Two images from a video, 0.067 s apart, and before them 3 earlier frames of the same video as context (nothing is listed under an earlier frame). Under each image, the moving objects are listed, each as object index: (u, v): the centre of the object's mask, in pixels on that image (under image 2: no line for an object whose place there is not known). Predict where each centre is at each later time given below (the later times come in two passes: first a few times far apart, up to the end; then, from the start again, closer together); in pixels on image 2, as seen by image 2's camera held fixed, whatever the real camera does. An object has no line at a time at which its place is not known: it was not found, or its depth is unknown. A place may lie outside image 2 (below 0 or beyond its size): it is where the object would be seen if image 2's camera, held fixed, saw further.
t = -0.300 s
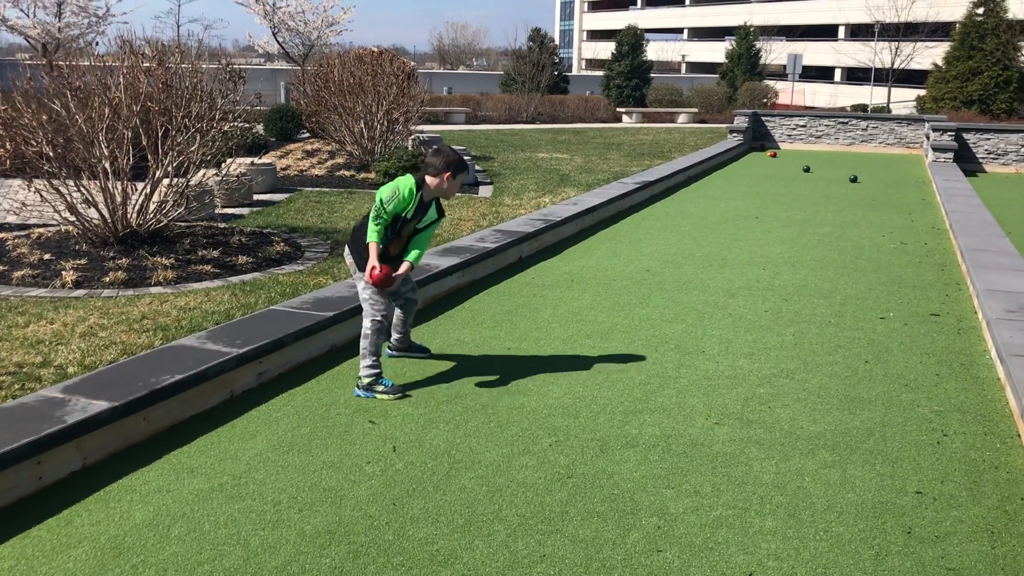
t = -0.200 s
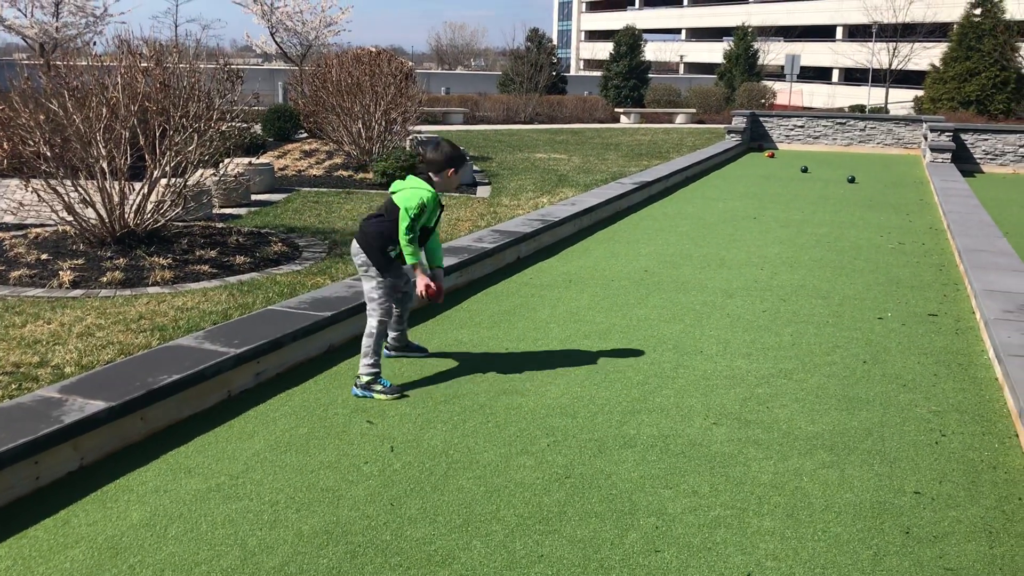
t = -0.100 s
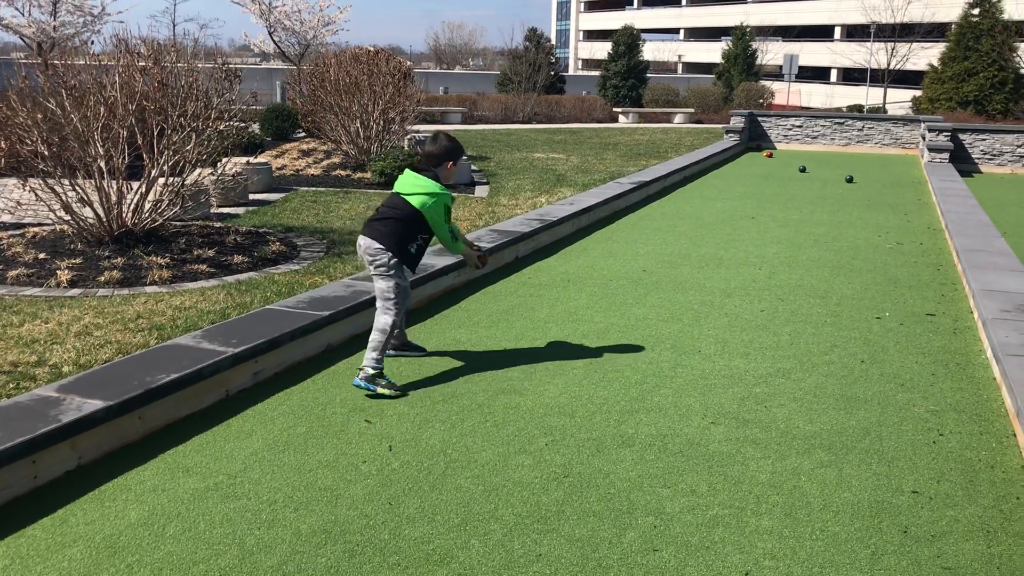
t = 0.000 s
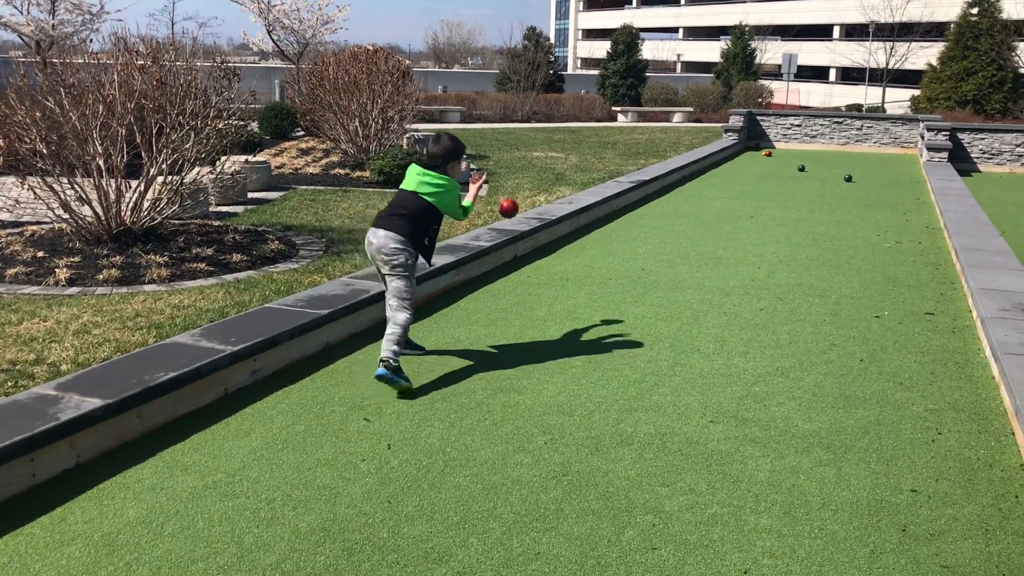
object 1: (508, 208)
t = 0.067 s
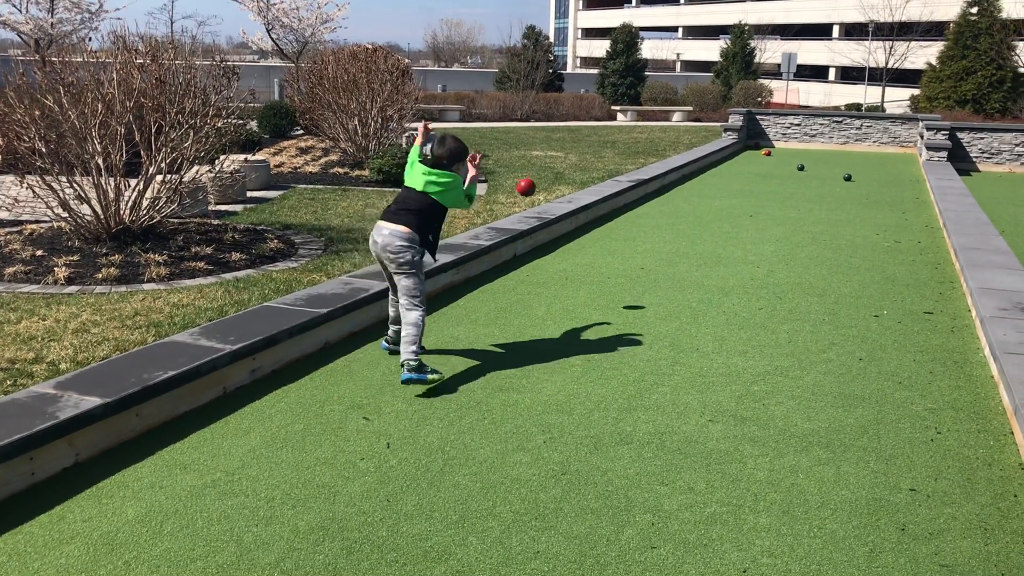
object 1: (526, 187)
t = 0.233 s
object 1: (564, 176)
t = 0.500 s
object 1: (605, 237)
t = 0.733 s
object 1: (637, 217)
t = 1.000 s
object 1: (667, 214)
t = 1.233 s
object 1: (689, 209)
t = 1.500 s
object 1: (709, 201)
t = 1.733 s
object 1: (722, 196)
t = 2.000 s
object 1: (736, 189)
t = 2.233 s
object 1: (745, 184)
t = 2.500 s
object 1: (754, 180)
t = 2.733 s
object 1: (761, 176)
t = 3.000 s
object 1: (768, 172)
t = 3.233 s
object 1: (774, 169)
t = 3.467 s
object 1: (780, 167)
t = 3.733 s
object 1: (787, 165)
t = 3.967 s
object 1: (791, 163)
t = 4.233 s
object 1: (795, 161)
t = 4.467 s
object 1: (798, 159)
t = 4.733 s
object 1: (801, 157)
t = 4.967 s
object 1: (804, 156)
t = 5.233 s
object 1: (806, 155)
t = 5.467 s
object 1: (807, 153)
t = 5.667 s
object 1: (808, 153)
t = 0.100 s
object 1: (534, 181)
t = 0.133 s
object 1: (542, 176)
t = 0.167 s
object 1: (550, 174)
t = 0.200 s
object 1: (557, 174)
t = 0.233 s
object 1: (564, 176)
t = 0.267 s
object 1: (570, 178)
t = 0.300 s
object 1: (576, 183)
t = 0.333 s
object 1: (582, 190)
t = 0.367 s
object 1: (587, 197)
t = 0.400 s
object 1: (592, 205)
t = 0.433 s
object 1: (596, 214)
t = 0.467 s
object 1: (601, 225)
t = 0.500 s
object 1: (605, 237)
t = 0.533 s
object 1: (610, 246)
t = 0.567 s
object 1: (614, 238)
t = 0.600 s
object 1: (620, 231)
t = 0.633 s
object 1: (624, 225)
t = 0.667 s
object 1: (629, 221)
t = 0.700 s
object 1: (633, 218)
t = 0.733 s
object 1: (637, 217)
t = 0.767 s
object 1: (641, 217)
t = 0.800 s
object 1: (645, 218)
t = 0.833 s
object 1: (649, 220)
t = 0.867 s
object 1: (652, 224)
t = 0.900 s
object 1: (656, 222)
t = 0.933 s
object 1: (660, 218)
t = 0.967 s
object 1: (664, 216)
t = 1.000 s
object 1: (667, 214)
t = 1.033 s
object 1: (671, 214)
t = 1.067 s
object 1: (674, 216)
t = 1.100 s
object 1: (677, 214)
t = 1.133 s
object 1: (680, 211)
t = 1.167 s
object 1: (683, 209)
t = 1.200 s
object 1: (686, 209)
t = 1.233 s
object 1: (689, 209)
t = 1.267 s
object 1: (692, 208)
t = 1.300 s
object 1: (694, 205)
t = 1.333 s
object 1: (696, 203)
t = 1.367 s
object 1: (699, 203)
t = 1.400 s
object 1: (701, 204)
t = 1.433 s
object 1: (704, 203)
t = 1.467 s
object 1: (706, 202)
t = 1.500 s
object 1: (709, 201)
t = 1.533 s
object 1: (711, 201)
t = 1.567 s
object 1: (713, 199)
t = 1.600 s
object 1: (715, 198)
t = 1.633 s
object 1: (717, 198)
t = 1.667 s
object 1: (719, 197)
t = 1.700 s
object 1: (721, 196)
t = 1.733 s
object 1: (722, 196)
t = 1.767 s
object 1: (724, 195)
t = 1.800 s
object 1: (726, 194)
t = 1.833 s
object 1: (728, 193)
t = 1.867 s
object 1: (730, 192)
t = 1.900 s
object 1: (731, 191)
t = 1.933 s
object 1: (733, 190)
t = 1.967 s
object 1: (734, 190)
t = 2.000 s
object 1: (736, 189)
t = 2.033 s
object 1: (737, 188)
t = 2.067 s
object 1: (739, 188)
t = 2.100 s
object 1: (740, 187)
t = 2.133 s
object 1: (741, 186)
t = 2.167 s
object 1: (742, 186)
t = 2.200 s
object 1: (743, 185)
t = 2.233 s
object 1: (745, 184)
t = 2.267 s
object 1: (746, 184)
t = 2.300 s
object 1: (747, 183)
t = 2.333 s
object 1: (748, 183)
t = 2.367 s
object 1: (749, 182)
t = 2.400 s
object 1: (750, 182)
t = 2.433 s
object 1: (751, 181)
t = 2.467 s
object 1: (752, 180)
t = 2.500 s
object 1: (754, 180)
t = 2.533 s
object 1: (755, 179)
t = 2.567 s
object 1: (756, 179)
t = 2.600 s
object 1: (756, 178)
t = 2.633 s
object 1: (758, 178)
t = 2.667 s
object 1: (759, 177)
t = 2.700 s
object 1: (759, 177)
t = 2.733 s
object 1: (761, 176)
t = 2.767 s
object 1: (761, 176)
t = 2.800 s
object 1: (762, 175)
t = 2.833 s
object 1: (763, 175)
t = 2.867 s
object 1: (764, 174)
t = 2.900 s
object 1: (765, 174)
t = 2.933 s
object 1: (766, 173)
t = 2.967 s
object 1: (767, 173)
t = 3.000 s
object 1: (768, 172)
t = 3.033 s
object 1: (769, 172)
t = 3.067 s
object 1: (770, 171)
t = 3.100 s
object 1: (770, 171)
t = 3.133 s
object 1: (771, 171)
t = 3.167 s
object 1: (772, 170)
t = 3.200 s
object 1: (773, 170)
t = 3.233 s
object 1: (774, 169)
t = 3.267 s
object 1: (775, 169)
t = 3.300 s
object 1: (776, 169)
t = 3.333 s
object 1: (776, 169)
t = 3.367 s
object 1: (777, 168)
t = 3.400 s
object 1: (778, 168)
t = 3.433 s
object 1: (779, 167)
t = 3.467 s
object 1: (780, 167)
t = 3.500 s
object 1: (781, 167)
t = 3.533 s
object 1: (782, 166)
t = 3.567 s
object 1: (783, 166)
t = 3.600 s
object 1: (783, 166)
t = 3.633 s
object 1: (784, 165)
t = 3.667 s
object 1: (785, 165)
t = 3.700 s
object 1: (786, 165)
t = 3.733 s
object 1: (787, 165)
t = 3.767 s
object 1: (787, 164)
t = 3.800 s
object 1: (788, 164)
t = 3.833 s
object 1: (788, 164)
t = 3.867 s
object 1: (789, 163)
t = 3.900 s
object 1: (789, 163)
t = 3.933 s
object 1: (790, 163)
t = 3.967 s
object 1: (791, 163)
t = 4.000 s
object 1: (791, 162)
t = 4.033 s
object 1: (792, 162)
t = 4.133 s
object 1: (793, 161)
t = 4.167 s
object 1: (794, 161)
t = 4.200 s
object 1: (794, 161)
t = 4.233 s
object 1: (795, 161)
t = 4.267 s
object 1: (795, 160)
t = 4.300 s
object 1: (796, 160)
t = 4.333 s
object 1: (796, 160)
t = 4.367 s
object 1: (797, 160)
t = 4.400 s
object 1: (797, 160)
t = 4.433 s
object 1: (798, 159)
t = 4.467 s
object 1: (798, 159)
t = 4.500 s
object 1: (799, 159)
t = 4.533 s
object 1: (799, 159)
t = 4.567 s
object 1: (799, 158)
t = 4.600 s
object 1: (800, 158)
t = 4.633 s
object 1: (800, 158)
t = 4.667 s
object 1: (801, 158)
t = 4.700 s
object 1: (801, 158)
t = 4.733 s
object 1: (801, 157)
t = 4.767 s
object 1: (802, 157)
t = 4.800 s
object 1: (802, 157)
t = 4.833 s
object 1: (803, 157)
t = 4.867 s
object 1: (803, 157)
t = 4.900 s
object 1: (803, 157)
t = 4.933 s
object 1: (803, 156)
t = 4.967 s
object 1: (804, 156)
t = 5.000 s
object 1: (804, 156)
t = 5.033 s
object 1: (804, 156)
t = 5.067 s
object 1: (805, 156)
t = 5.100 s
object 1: (805, 155)
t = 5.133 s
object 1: (805, 155)
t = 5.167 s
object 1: (805, 155)
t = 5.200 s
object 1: (806, 155)
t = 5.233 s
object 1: (806, 155)
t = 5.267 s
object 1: (806, 155)
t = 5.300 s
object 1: (806, 154)
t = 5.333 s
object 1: (806, 154)
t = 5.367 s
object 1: (806, 154)
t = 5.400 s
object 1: (807, 154)
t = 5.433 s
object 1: (807, 154)
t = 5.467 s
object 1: (807, 153)
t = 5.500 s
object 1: (807, 153)
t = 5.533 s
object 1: (807, 153)
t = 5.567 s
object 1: (807, 153)
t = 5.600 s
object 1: (808, 153)
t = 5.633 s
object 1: (808, 153)
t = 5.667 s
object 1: (808, 153)
